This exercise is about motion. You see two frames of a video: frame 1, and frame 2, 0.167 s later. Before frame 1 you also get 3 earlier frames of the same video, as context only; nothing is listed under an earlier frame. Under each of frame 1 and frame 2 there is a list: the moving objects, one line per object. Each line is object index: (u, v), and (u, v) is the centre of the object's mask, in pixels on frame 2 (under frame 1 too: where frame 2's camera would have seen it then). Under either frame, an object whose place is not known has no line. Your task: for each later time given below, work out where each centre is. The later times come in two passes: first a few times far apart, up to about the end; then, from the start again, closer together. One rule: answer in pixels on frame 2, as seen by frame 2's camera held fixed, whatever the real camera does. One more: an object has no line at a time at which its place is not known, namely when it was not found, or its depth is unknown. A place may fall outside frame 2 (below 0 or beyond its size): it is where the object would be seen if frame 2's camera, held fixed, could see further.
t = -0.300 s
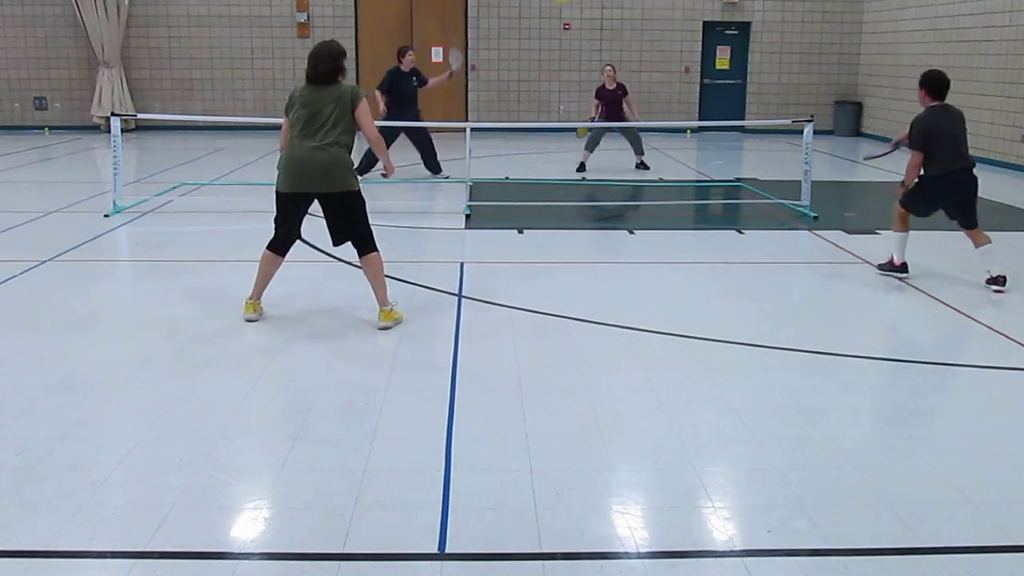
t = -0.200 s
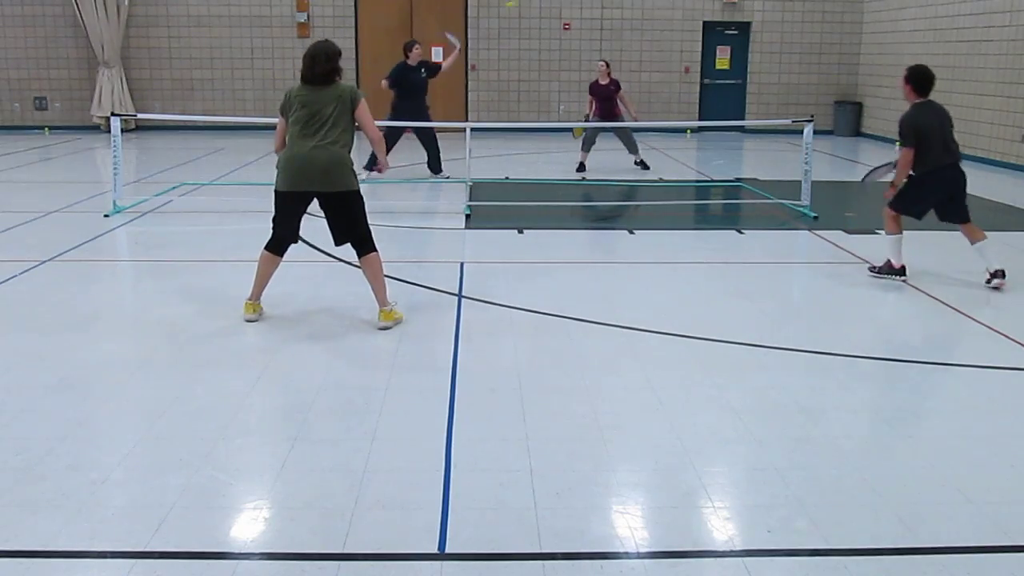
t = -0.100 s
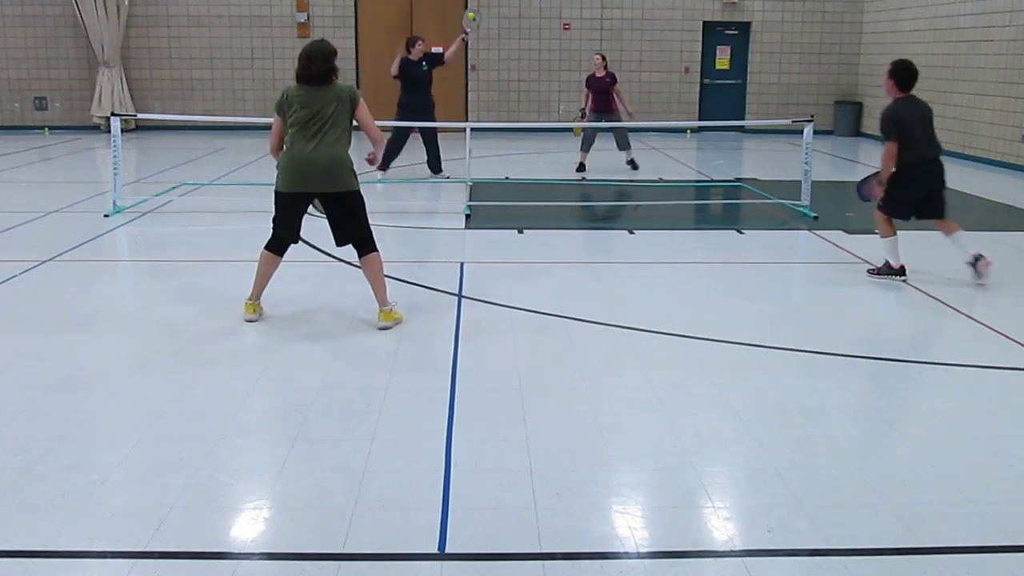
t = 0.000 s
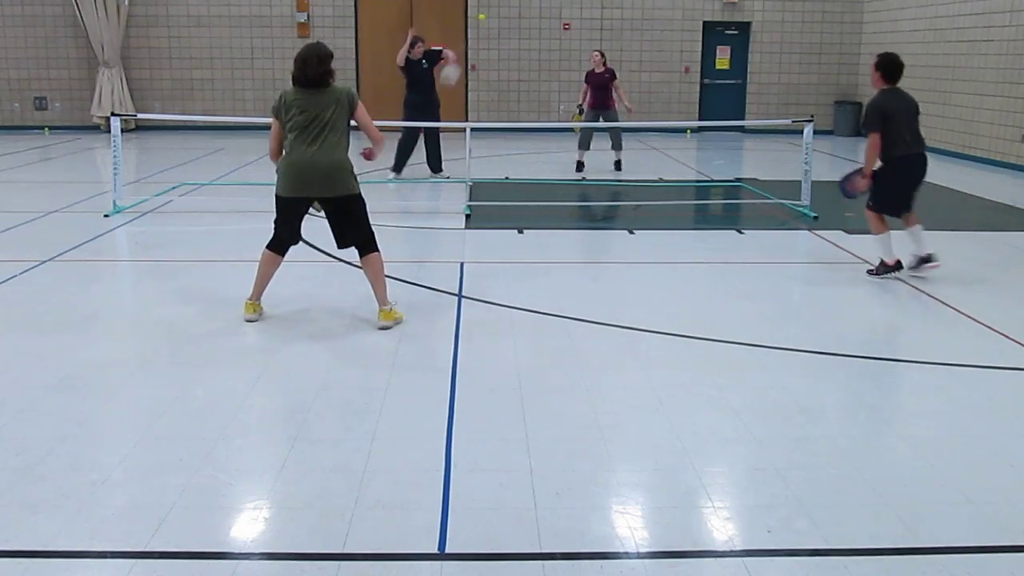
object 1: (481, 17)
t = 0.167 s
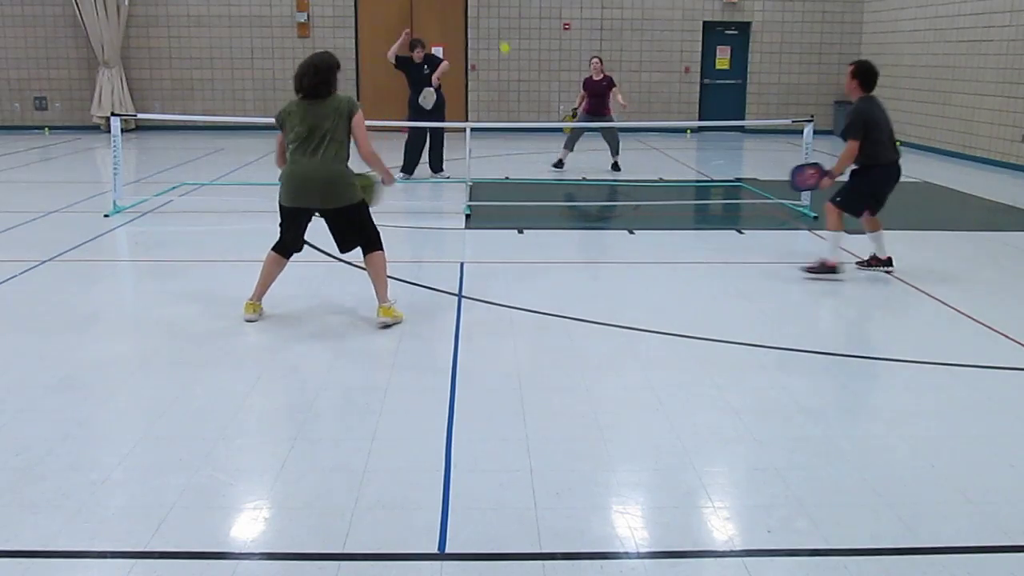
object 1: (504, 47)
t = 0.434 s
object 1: (562, 221)
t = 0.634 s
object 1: (634, 385)
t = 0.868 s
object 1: (767, 444)
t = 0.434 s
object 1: (562, 221)
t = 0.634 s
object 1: (634, 385)
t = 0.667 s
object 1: (646, 381)
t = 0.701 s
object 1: (661, 380)
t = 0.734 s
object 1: (678, 382)
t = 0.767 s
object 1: (696, 388)
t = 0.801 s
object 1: (717, 400)
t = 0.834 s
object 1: (739, 417)
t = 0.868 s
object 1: (767, 444)
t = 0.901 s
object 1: (797, 480)
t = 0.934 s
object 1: (833, 529)
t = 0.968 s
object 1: (869, 571)
